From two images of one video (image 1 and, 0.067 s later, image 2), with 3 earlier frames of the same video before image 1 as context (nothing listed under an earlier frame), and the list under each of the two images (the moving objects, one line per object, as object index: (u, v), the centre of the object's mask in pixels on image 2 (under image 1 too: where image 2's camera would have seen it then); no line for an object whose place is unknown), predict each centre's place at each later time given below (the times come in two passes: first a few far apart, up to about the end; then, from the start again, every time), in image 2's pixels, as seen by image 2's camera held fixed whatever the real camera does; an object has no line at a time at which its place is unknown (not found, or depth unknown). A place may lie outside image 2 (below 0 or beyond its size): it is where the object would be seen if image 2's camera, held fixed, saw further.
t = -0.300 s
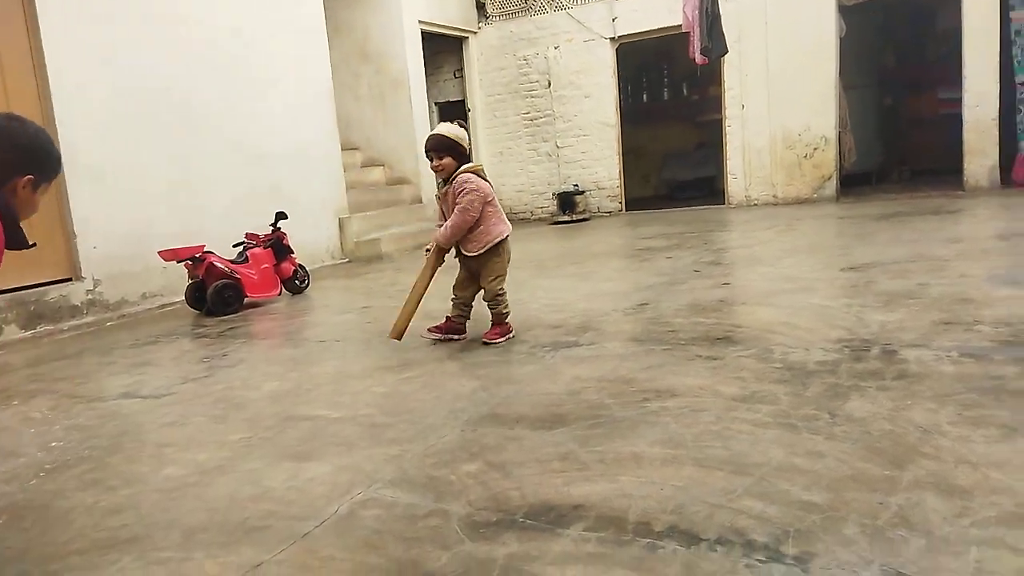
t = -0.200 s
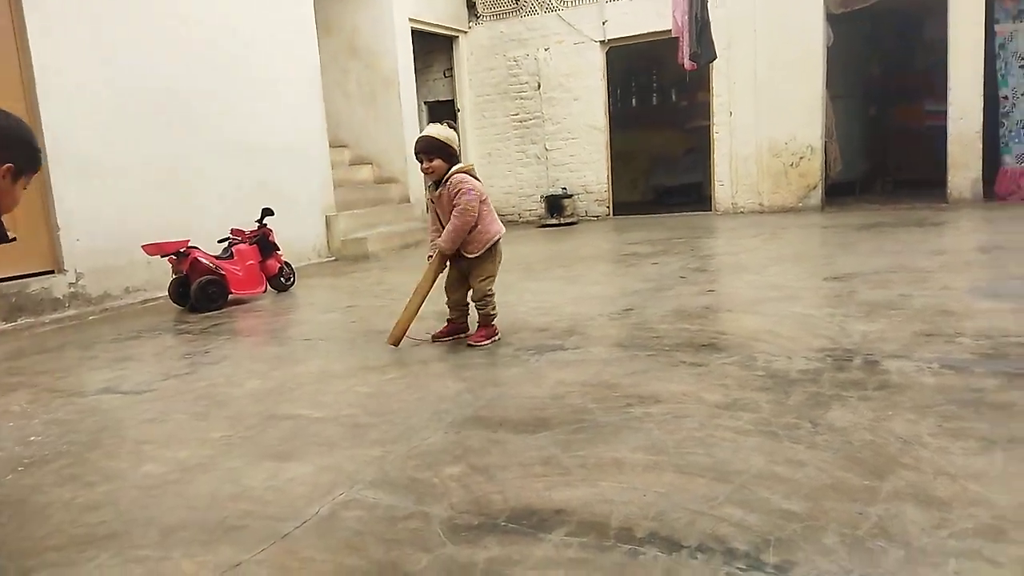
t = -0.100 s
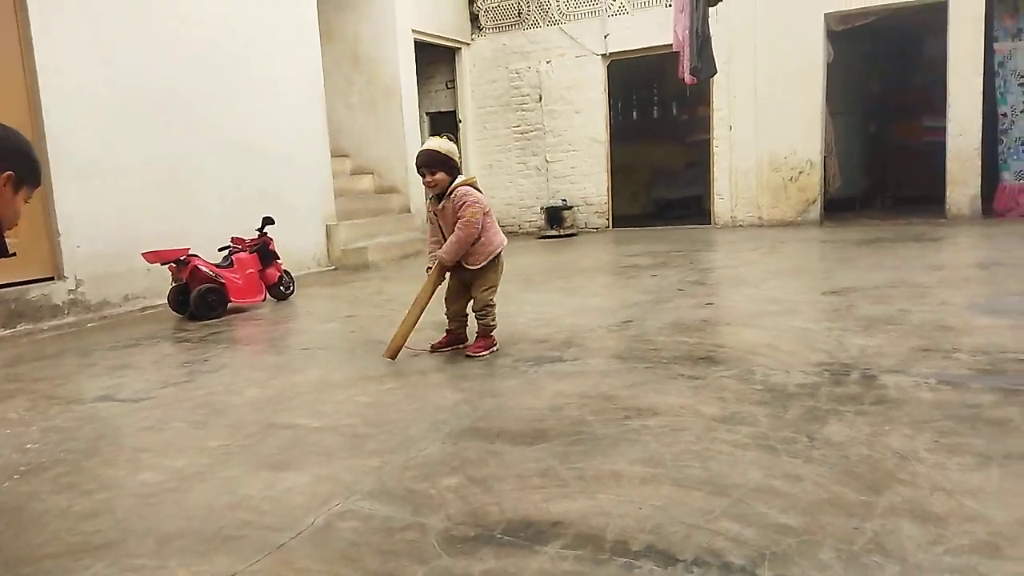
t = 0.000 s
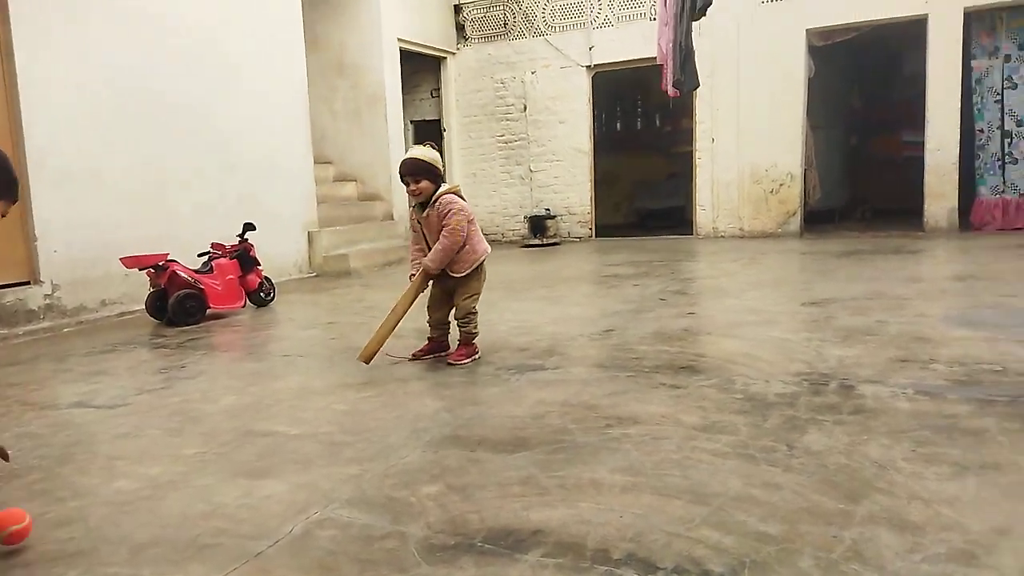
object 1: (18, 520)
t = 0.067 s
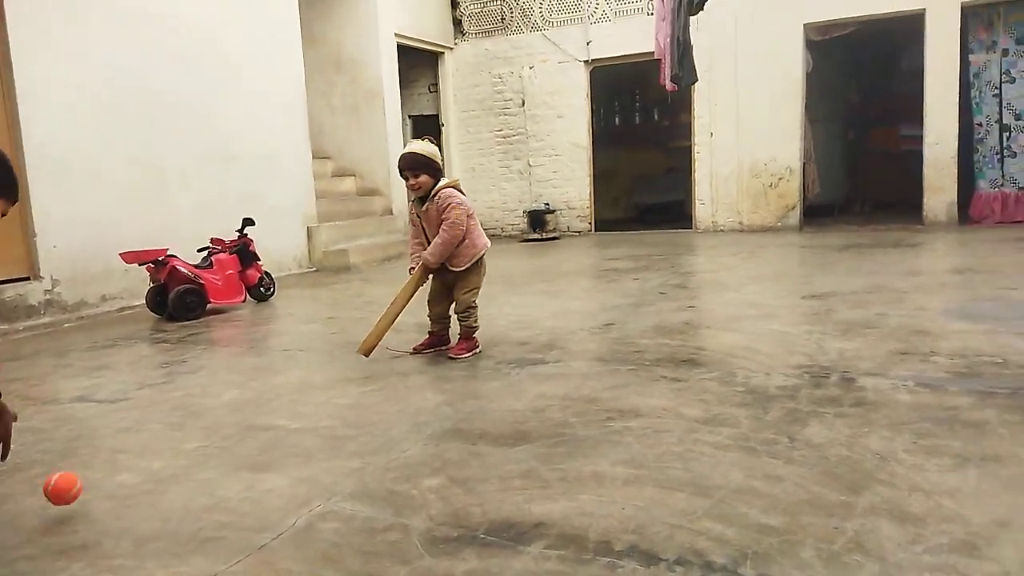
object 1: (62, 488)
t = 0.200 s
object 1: (139, 456)
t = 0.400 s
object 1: (231, 422)
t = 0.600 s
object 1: (301, 395)
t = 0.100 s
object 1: (82, 472)
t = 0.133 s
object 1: (101, 462)
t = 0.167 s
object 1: (120, 456)
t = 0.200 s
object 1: (139, 456)
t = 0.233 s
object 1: (159, 460)
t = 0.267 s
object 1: (175, 452)
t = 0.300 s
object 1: (190, 438)
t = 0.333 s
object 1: (204, 428)
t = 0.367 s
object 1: (218, 423)
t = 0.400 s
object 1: (231, 422)
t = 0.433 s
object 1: (245, 425)
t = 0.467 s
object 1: (256, 414)
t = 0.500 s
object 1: (268, 406)
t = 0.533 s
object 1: (280, 403)
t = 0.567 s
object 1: (291, 404)
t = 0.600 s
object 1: (301, 395)
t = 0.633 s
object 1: (311, 390)
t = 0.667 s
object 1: (321, 389)
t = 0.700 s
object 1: (331, 384)
